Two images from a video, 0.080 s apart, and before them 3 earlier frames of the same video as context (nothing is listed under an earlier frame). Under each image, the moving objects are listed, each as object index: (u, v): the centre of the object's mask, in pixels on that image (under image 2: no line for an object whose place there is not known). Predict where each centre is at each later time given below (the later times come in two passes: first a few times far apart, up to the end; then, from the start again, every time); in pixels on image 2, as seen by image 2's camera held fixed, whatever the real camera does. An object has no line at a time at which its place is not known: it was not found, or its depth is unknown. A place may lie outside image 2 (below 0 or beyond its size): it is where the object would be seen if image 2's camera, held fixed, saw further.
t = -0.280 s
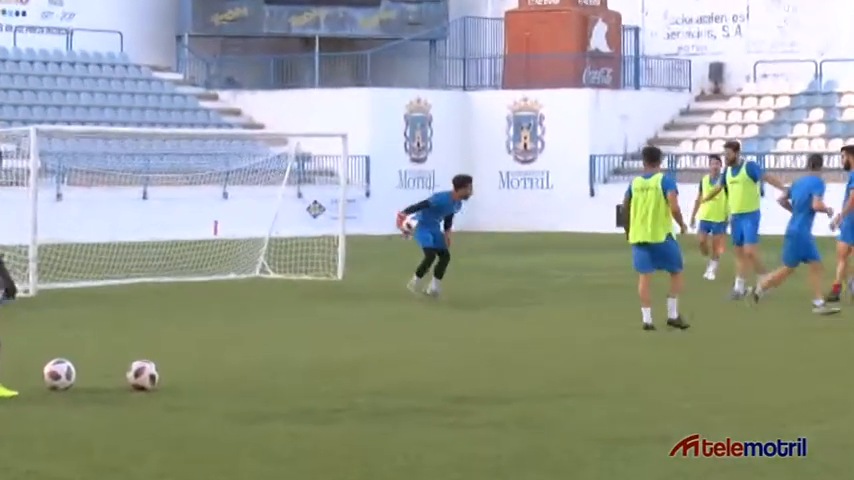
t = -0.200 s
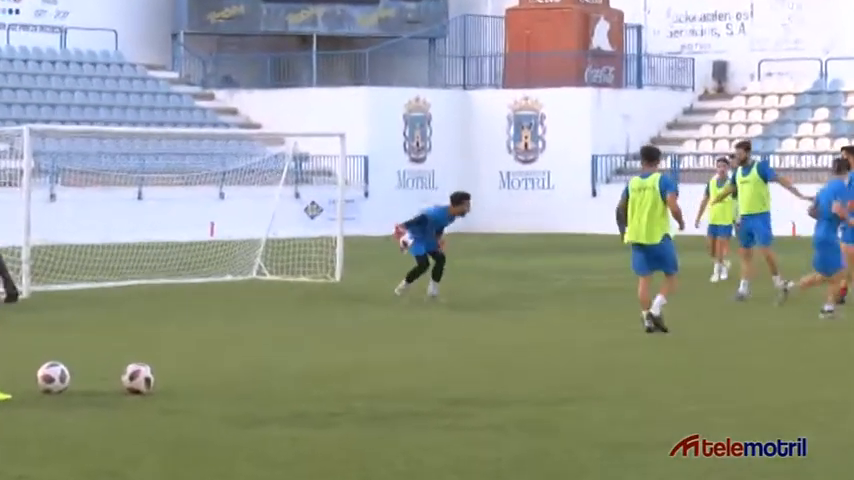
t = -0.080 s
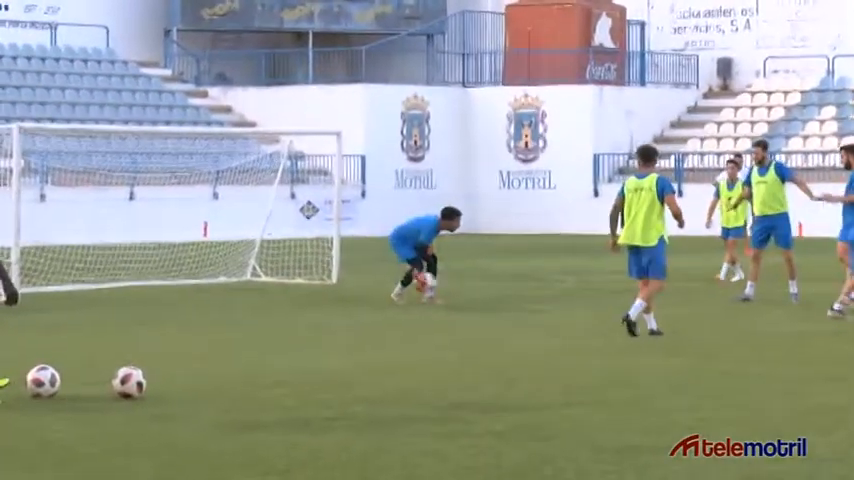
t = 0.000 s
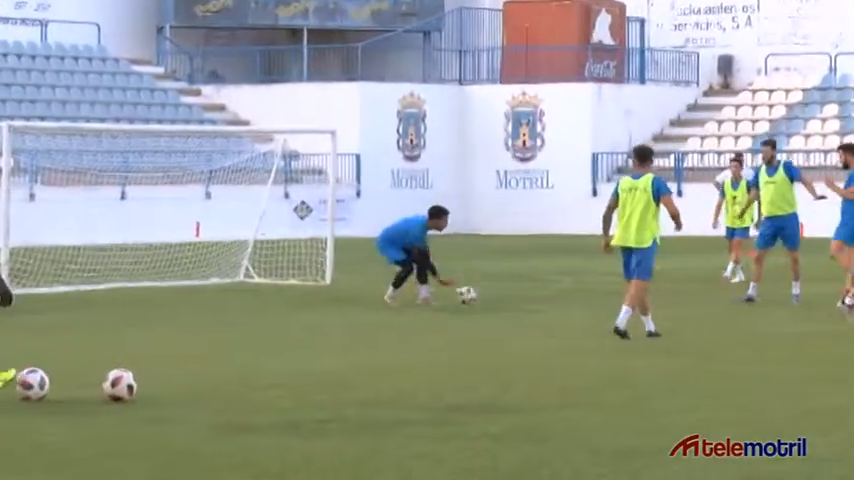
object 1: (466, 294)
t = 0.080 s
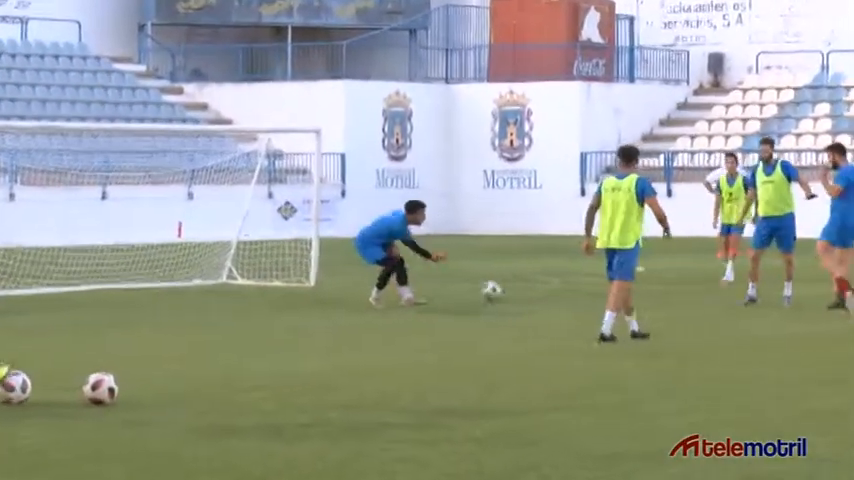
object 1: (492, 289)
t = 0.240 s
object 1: (559, 289)
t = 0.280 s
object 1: (574, 288)
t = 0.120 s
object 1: (509, 290)
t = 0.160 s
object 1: (529, 290)
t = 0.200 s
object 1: (545, 291)
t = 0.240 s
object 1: (559, 289)
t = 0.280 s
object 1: (574, 288)
